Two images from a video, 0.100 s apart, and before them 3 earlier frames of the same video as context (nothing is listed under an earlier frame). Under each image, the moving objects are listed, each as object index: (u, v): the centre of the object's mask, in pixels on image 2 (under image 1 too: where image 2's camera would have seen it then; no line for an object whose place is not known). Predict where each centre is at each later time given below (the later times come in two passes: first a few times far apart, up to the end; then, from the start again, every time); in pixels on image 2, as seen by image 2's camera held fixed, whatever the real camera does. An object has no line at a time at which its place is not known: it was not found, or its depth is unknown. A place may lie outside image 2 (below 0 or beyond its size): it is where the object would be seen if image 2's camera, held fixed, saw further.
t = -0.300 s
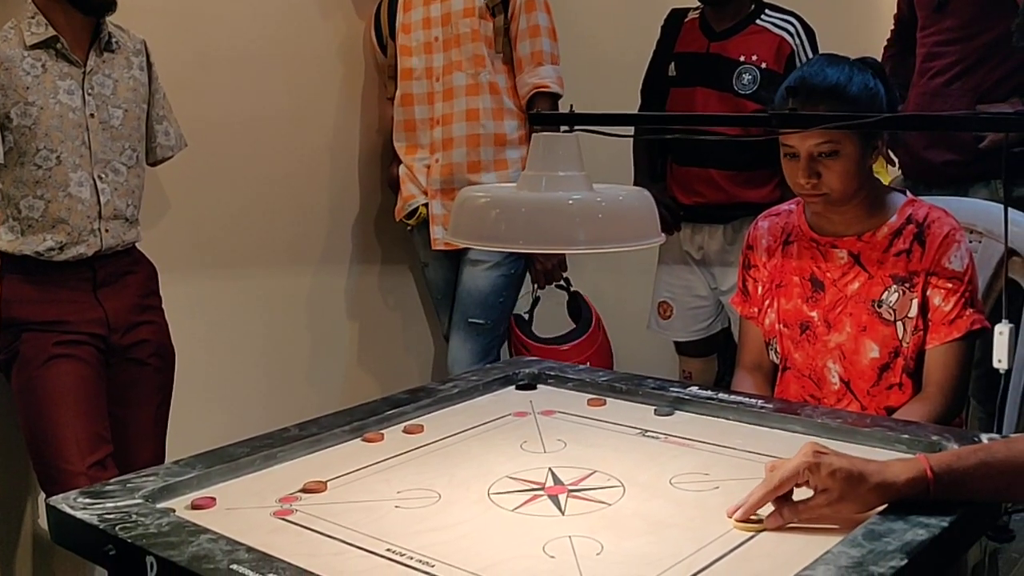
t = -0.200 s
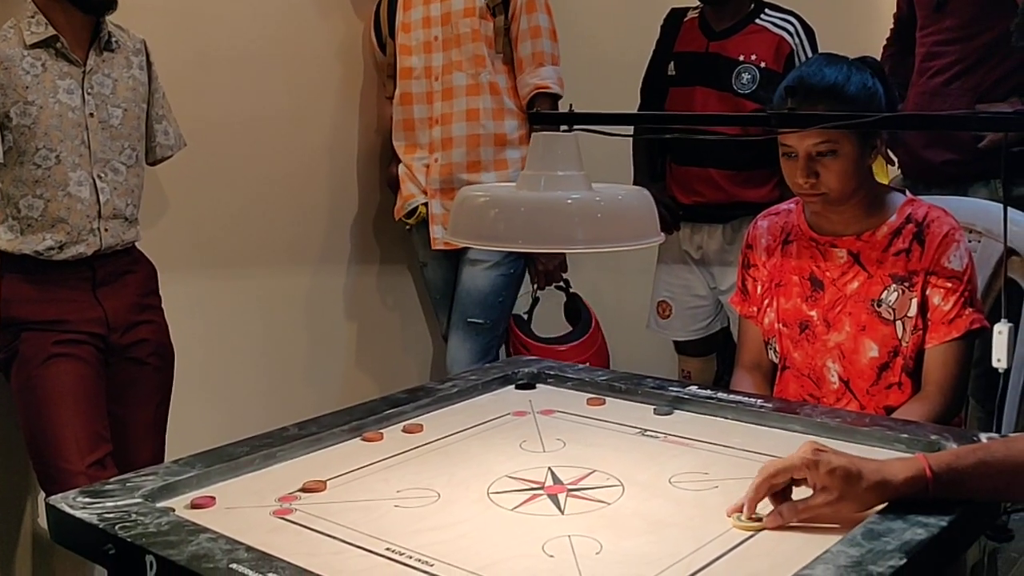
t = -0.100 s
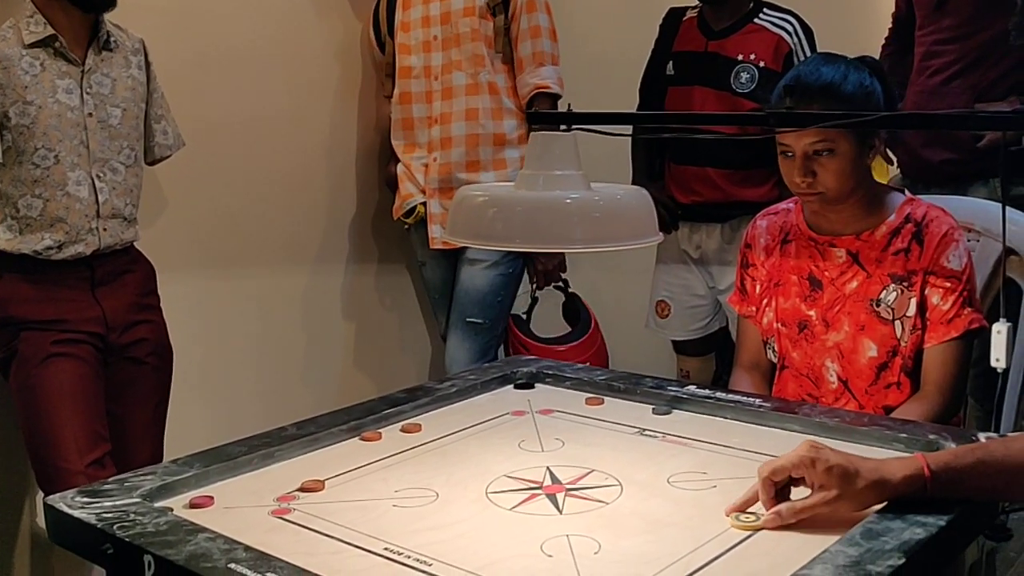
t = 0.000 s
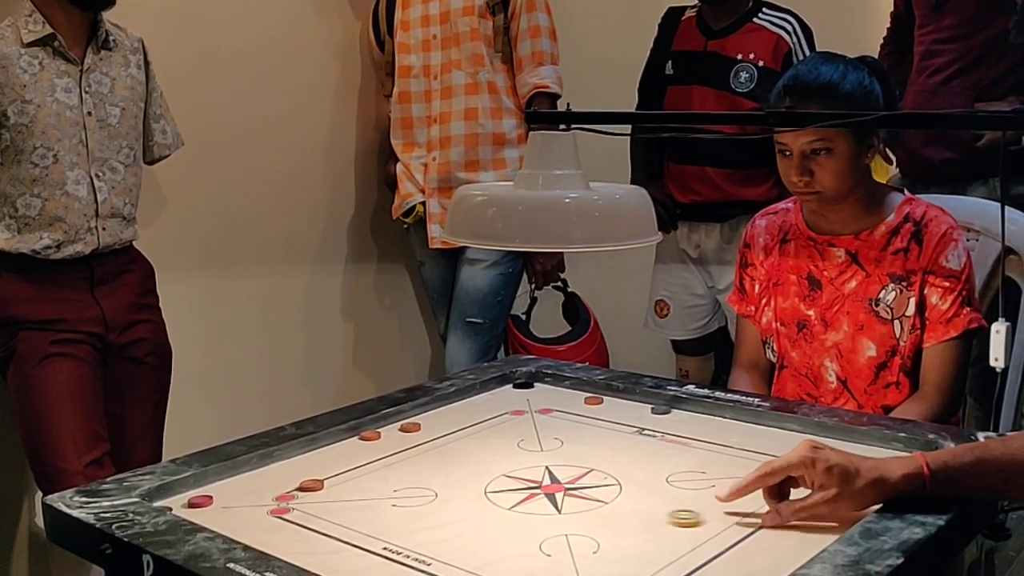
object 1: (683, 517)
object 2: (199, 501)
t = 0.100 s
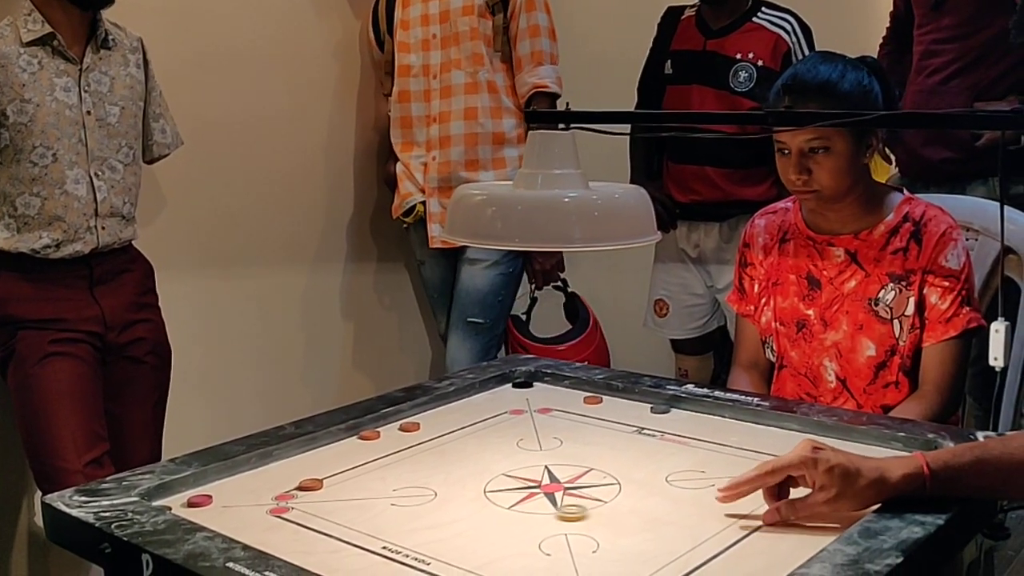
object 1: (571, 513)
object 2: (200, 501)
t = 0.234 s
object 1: (441, 507)
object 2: (200, 501)
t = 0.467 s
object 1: (258, 500)
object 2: (199, 501)
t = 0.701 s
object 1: (199, 497)
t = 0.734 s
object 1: (201, 499)
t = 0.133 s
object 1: (536, 511)
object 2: (200, 501)
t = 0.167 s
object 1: (503, 510)
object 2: (200, 500)
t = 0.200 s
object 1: (471, 508)
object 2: (200, 501)
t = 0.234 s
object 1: (441, 507)
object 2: (200, 501)
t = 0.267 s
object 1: (412, 506)
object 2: (200, 501)
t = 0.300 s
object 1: (385, 505)
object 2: (200, 501)
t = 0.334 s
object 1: (357, 504)
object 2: (200, 501)
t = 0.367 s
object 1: (331, 503)
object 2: (200, 501)
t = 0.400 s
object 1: (306, 502)
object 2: (200, 501)
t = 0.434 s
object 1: (282, 499)
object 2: (200, 501)
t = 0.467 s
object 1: (258, 500)
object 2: (199, 501)
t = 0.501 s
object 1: (239, 499)
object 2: (199, 501)
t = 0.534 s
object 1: (223, 498)
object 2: (186, 501)
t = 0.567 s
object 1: (212, 497)
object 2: (163, 503)
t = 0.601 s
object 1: (203, 495)
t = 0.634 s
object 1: (195, 494)
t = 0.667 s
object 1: (195, 496)
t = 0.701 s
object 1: (199, 497)
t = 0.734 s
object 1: (201, 499)
